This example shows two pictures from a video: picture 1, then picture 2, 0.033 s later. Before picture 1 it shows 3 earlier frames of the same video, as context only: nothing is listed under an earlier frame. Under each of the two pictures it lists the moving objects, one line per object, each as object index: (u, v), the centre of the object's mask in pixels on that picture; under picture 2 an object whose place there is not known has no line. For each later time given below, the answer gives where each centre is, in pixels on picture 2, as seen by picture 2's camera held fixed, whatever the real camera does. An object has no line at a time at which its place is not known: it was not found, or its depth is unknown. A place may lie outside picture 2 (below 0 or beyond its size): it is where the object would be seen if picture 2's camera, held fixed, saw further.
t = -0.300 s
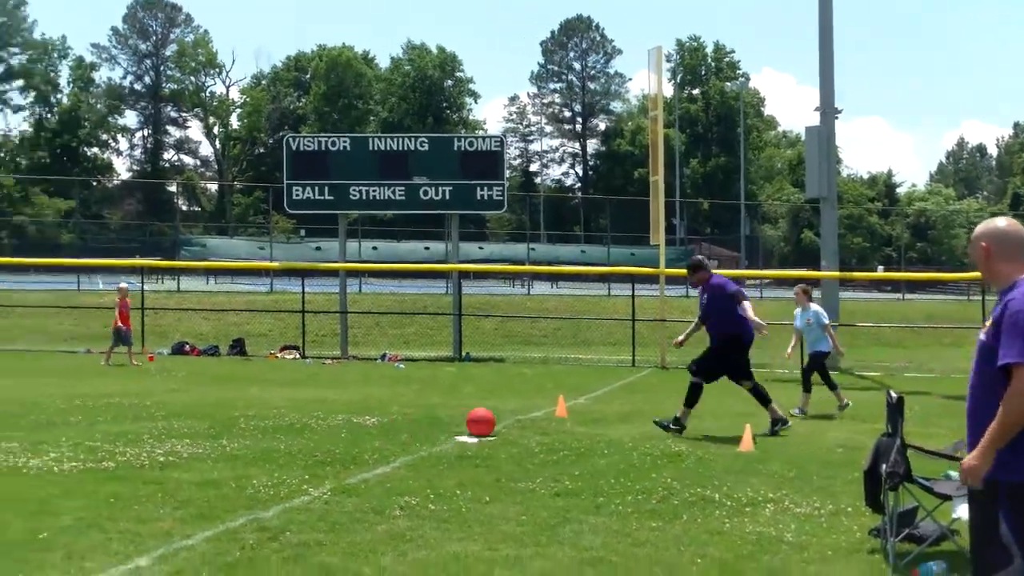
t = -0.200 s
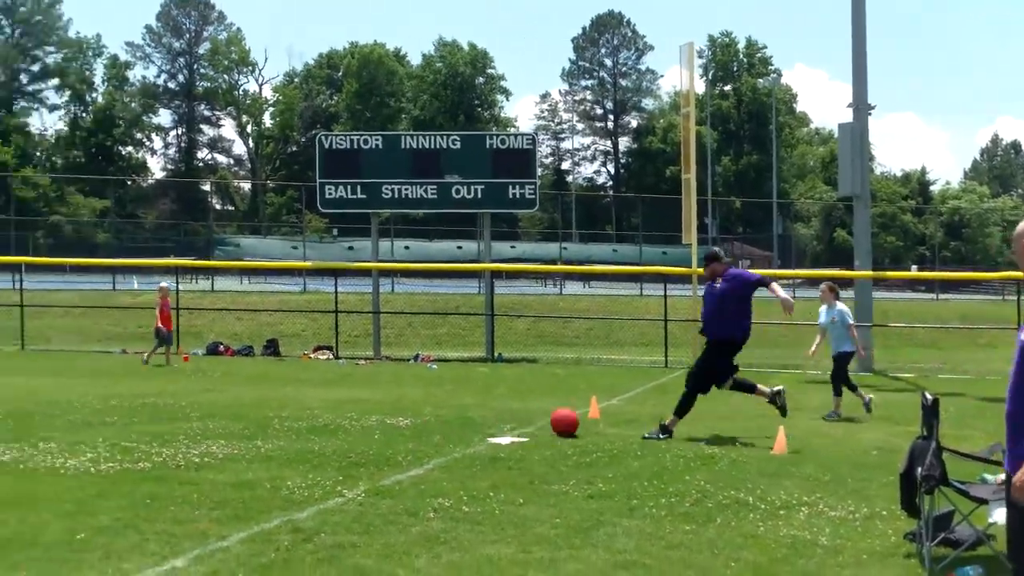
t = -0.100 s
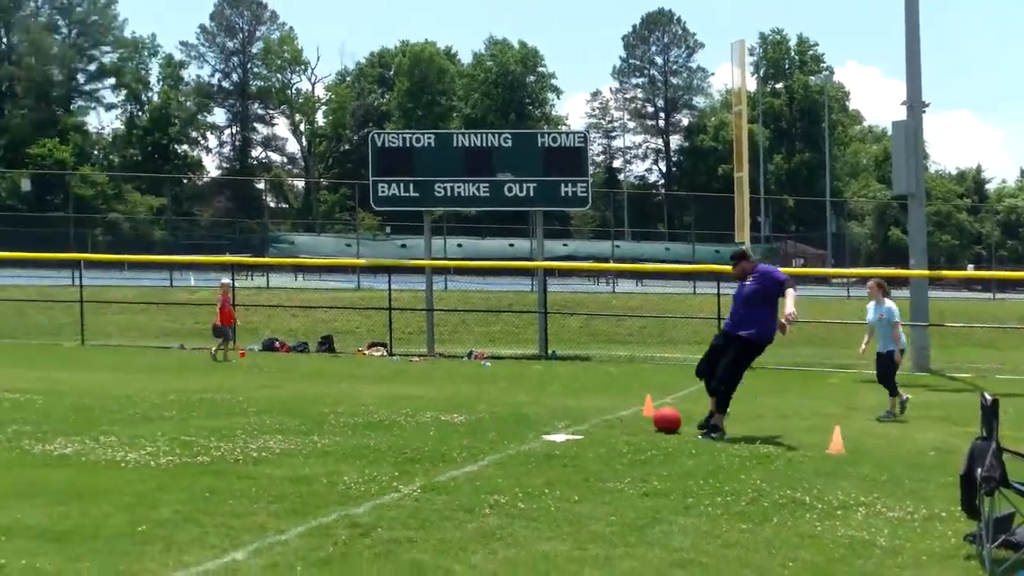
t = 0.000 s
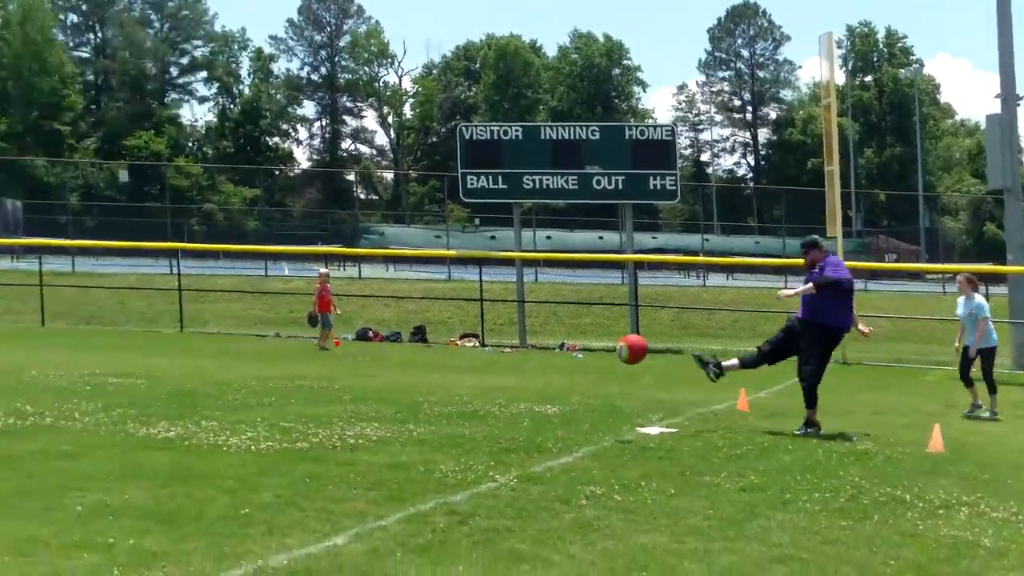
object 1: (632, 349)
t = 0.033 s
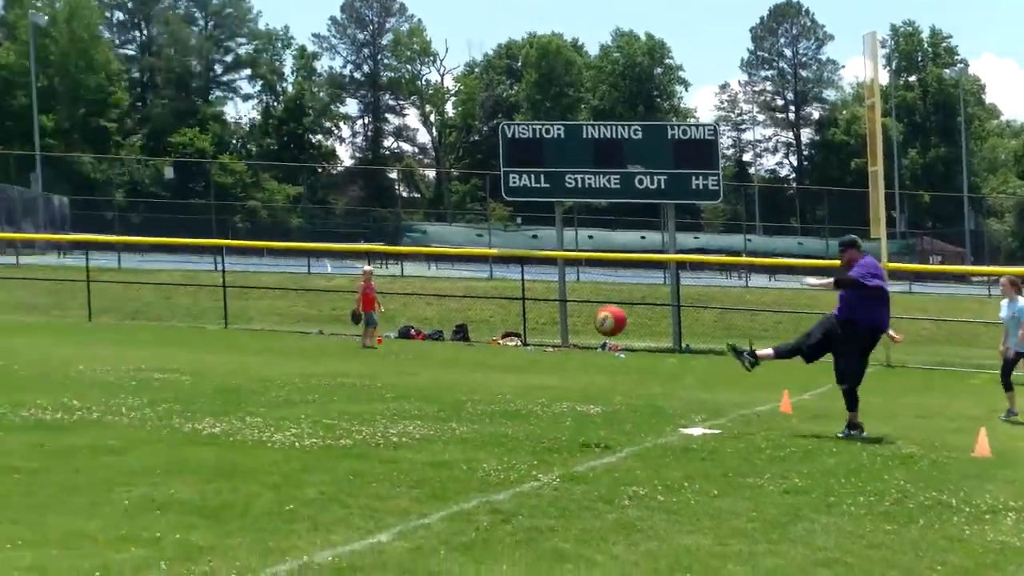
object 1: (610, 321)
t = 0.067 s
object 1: (550, 288)
